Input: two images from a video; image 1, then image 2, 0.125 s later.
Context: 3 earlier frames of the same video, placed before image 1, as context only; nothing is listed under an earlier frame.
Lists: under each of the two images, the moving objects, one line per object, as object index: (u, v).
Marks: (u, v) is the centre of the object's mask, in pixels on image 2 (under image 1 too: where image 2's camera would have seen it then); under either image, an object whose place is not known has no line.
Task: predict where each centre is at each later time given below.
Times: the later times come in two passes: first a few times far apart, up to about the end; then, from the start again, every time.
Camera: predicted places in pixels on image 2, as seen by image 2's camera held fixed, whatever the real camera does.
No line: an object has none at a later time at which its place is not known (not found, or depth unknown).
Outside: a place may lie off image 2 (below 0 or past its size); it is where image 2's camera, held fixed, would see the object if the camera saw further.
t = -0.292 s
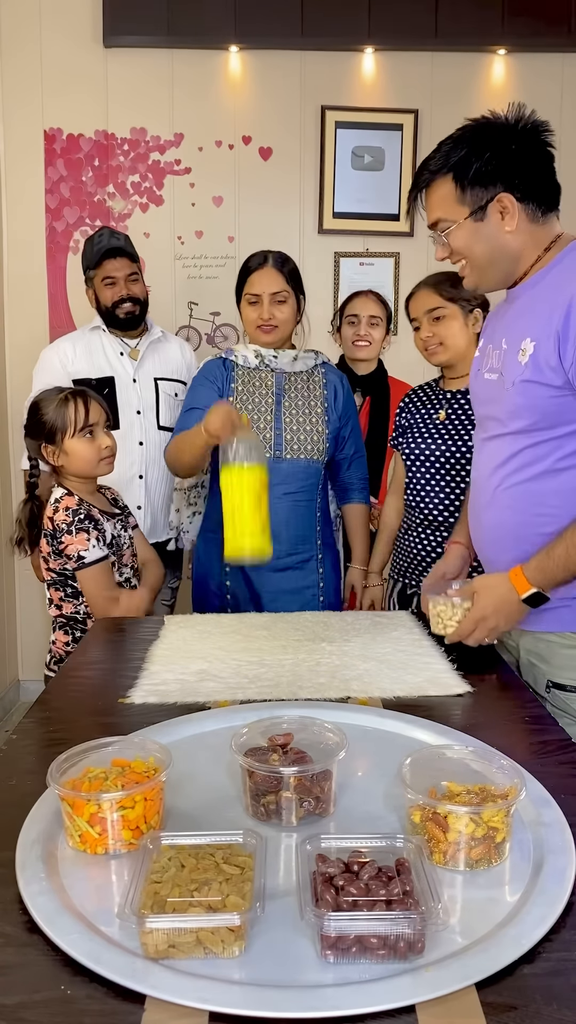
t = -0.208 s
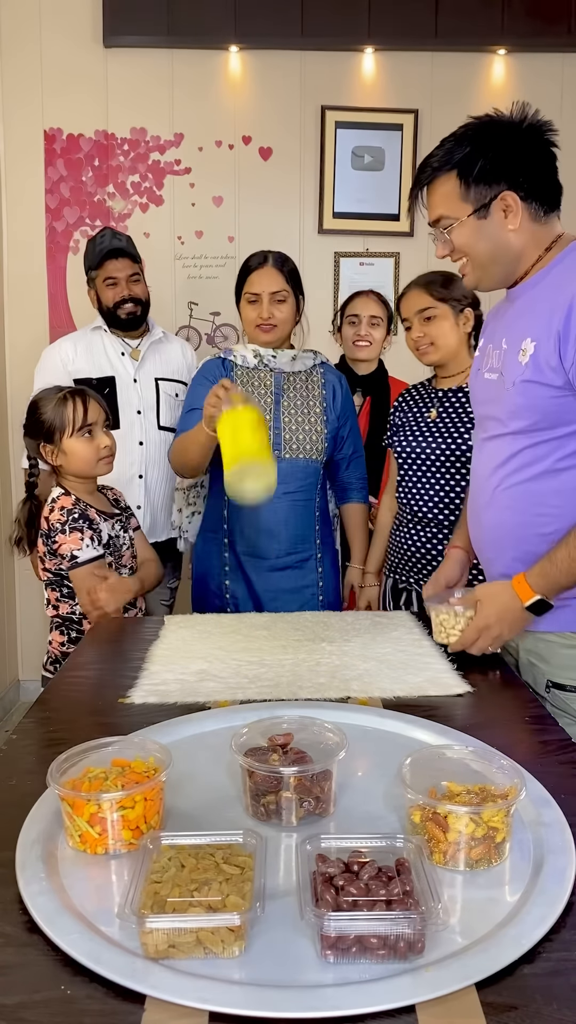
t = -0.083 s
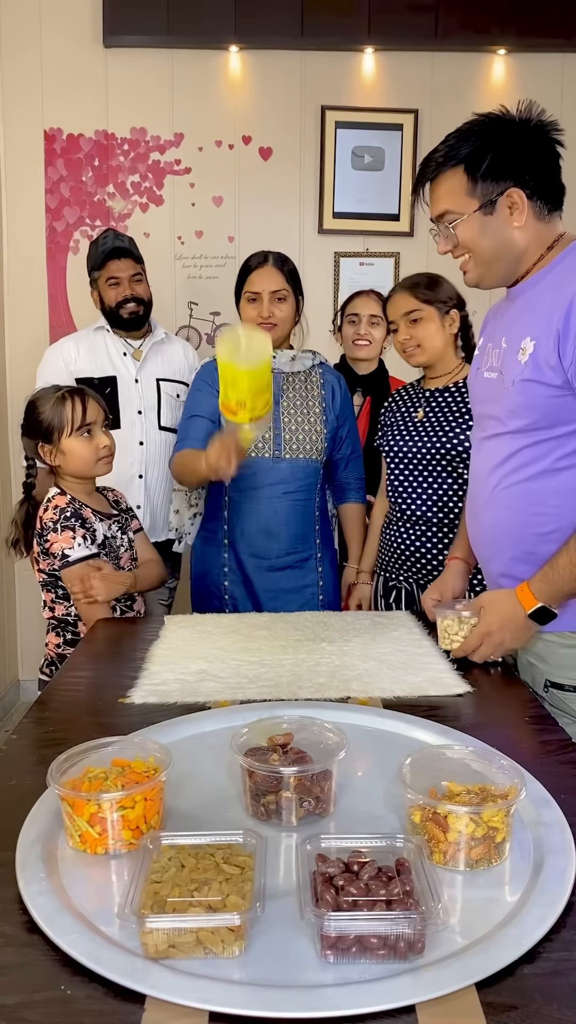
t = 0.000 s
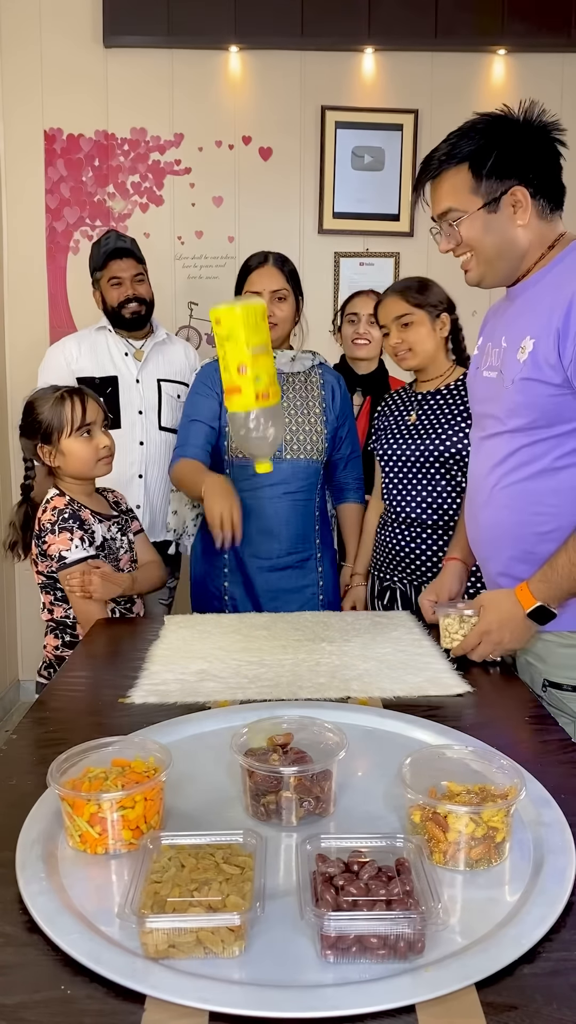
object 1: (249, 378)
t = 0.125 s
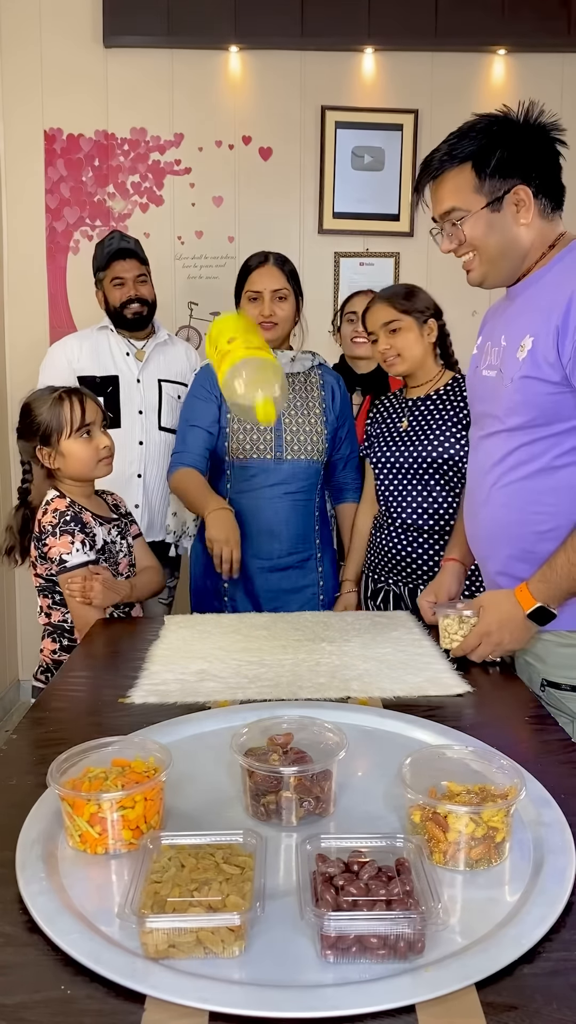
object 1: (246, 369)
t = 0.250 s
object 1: (236, 432)
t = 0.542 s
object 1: (253, 565)
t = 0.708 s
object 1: (251, 565)
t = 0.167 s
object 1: (242, 378)
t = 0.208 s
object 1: (238, 400)
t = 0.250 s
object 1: (236, 432)
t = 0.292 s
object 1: (232, 479)
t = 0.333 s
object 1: (229, 532)
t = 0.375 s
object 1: (228, 570)
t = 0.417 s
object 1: (234, 568)
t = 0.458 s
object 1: (243, 568)
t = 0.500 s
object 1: (249, 565)
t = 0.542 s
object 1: (253, 565)
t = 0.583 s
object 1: (257, 565)
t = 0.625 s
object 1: (257, 564)
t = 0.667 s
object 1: (255, 564)
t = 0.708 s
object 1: (251, 565)
